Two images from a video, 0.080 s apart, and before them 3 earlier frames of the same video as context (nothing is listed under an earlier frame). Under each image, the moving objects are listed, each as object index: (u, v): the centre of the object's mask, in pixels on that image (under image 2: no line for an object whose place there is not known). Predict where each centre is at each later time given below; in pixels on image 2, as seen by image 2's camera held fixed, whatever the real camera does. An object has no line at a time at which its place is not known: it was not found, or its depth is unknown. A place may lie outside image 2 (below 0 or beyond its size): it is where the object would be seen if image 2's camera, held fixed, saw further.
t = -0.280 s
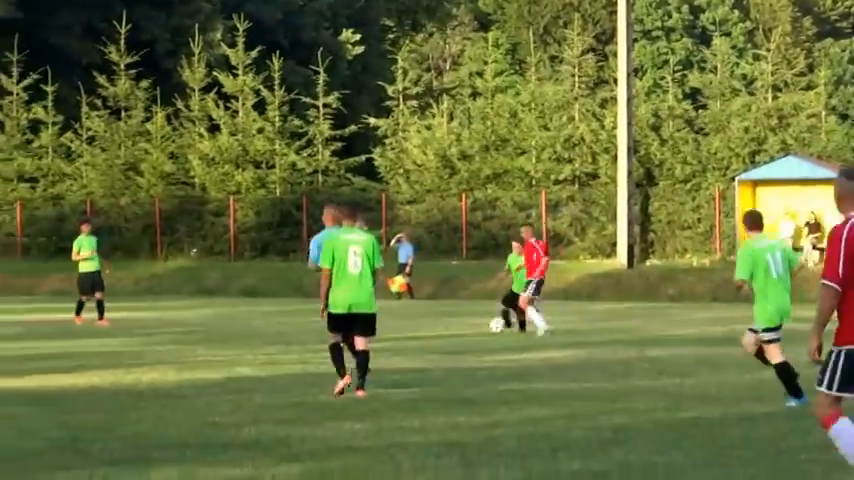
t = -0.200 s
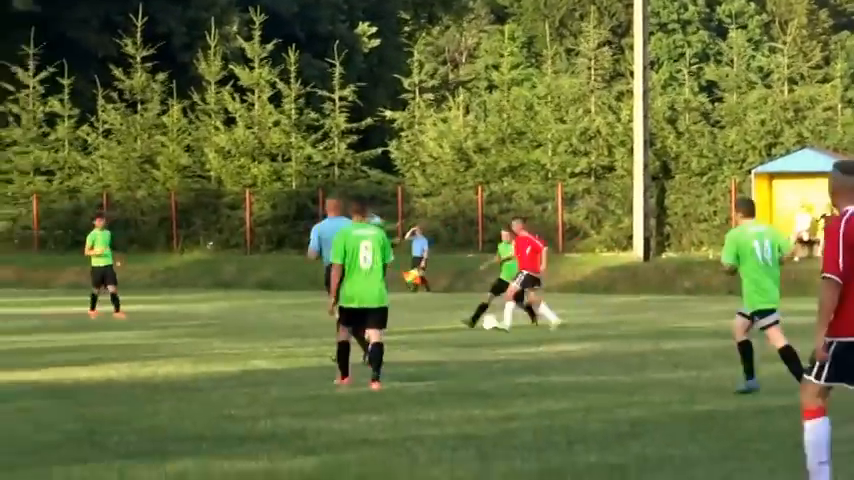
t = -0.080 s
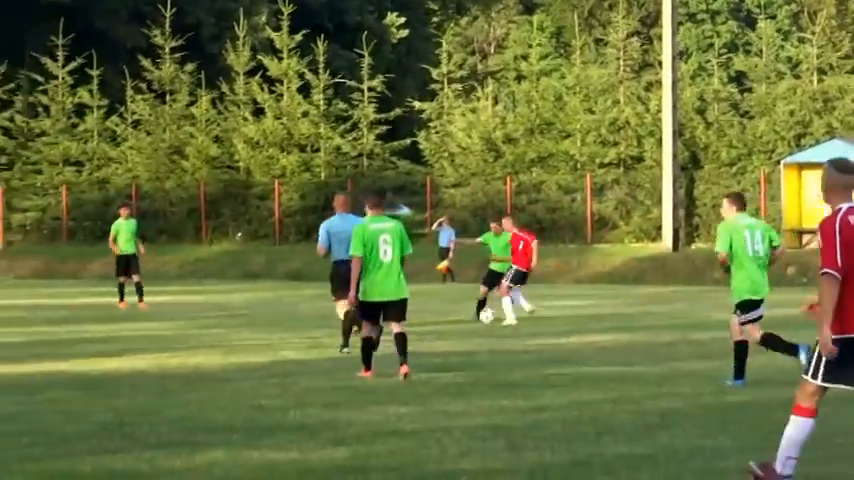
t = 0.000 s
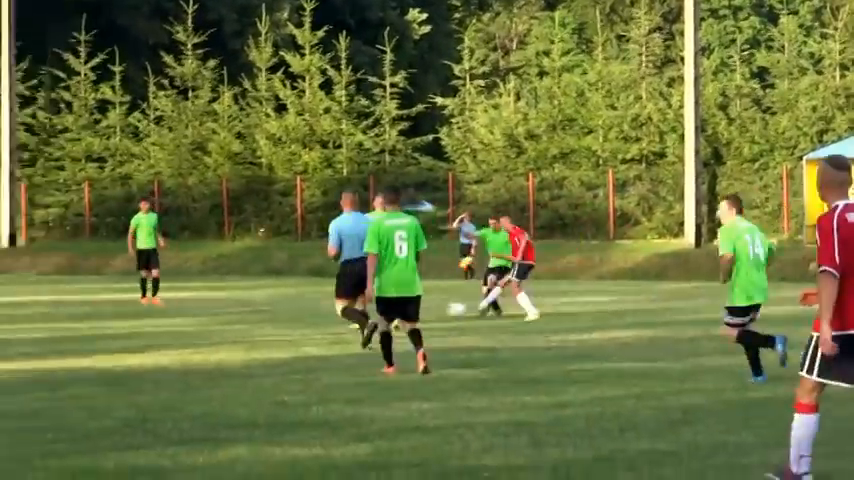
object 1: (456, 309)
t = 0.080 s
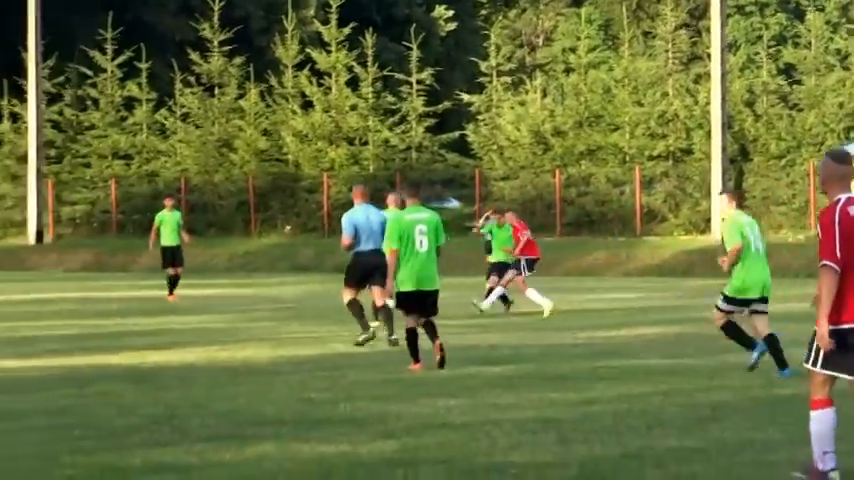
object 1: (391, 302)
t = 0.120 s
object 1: (333, 306)
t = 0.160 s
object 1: (292, 305)
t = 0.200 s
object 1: (246, 309)
